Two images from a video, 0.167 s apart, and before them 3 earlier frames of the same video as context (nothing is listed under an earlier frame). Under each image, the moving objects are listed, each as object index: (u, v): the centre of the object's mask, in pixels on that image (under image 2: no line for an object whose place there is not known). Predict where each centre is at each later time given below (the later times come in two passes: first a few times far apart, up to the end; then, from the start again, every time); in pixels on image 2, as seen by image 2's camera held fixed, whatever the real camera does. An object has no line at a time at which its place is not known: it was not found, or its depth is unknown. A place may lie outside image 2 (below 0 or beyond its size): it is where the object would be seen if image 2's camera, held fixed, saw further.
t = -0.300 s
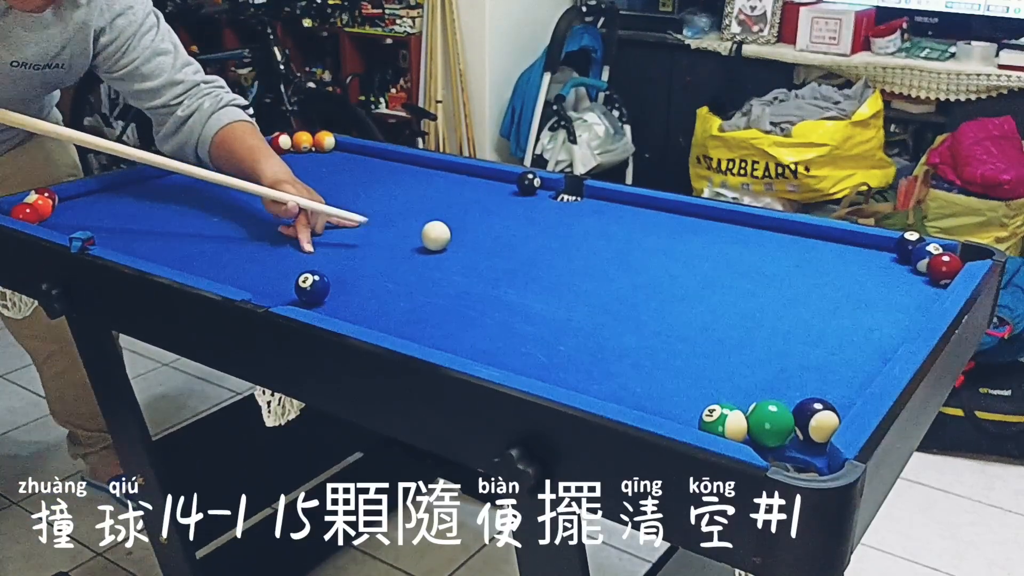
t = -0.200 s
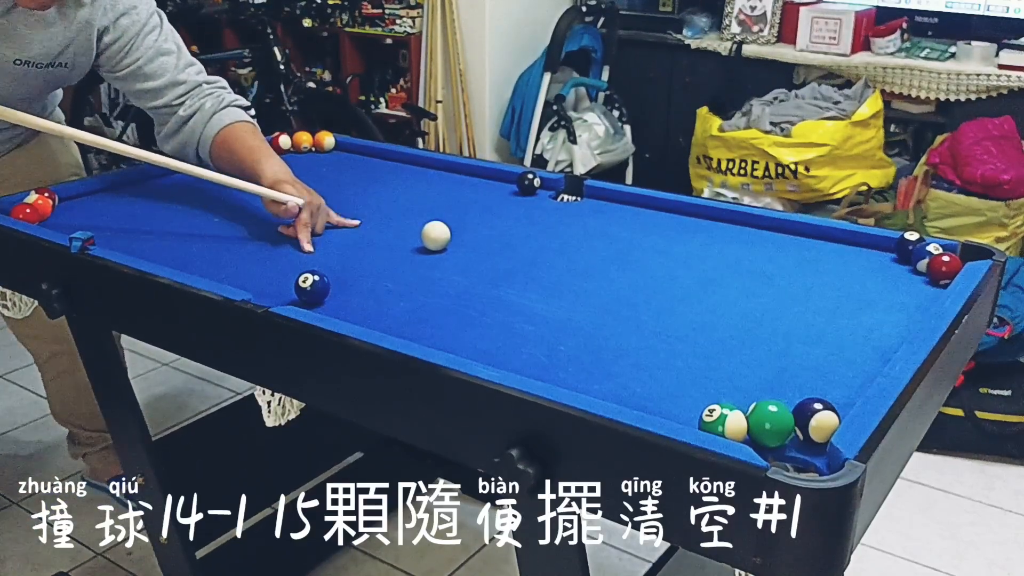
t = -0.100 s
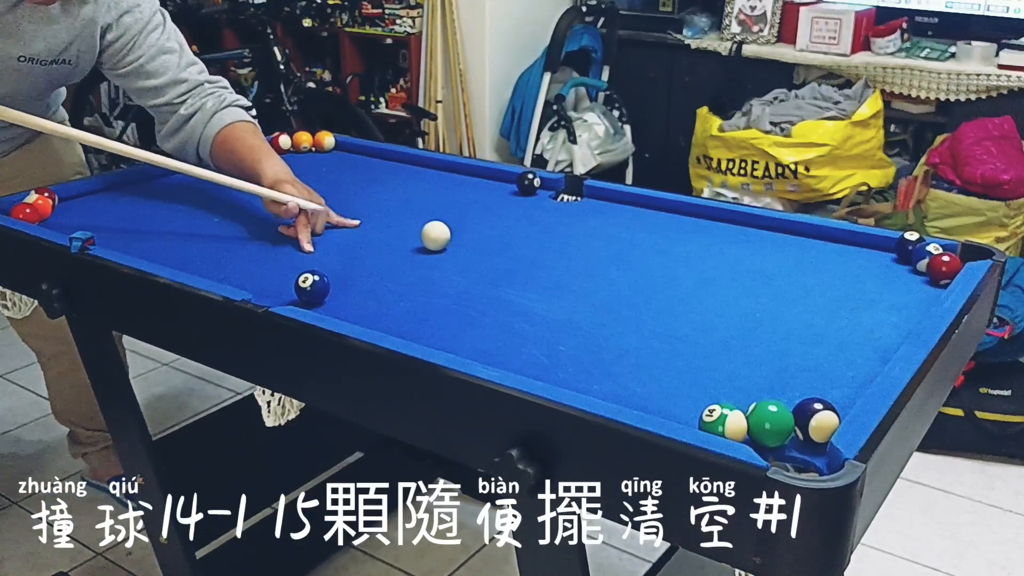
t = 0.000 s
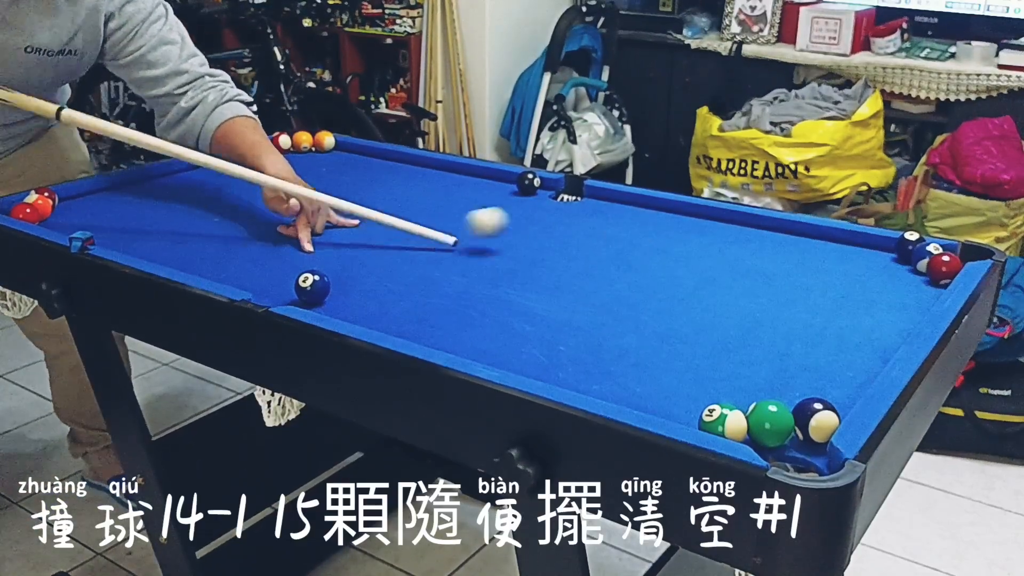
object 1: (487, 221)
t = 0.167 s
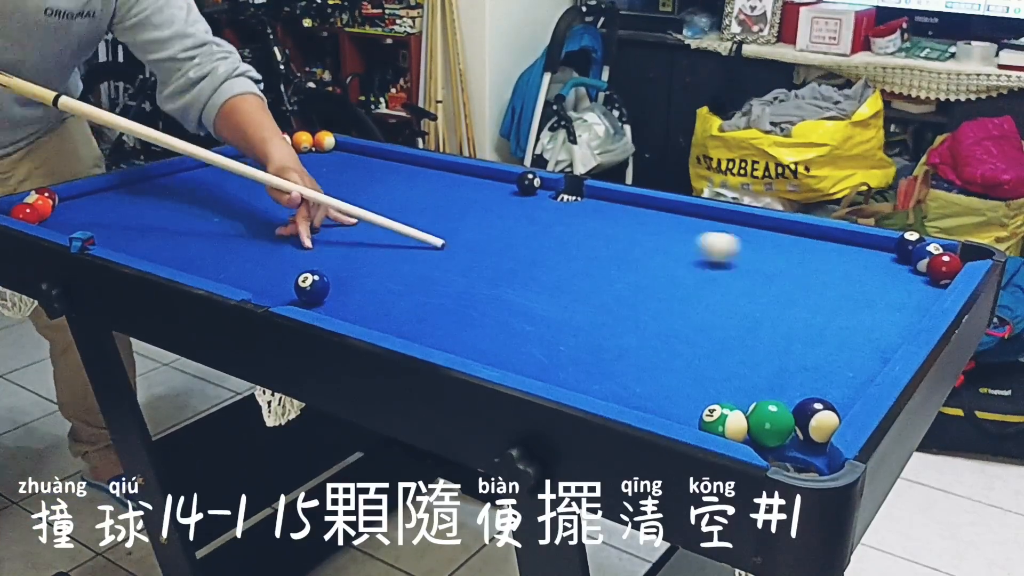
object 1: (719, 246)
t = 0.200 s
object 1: (763, 251)
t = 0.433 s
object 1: (899, 266)
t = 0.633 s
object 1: (890, 274)
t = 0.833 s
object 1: (885, 281)
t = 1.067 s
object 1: (883, 287)
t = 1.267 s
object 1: (883, 290)
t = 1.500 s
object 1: (886, 291)
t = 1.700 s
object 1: (886, 291)
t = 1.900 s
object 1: (887, 291)
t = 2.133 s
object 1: (886, 291)
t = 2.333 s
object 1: (886, 291)
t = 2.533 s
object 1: (886, 291)
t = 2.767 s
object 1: (886, 291)
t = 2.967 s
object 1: (886, 291)
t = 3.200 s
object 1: (886, 291)
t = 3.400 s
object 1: (886, 291)
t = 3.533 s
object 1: (886, 292)
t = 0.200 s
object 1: (763, 251)
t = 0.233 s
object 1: (804, 254)
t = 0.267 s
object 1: (844, 256)
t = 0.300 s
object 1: (882, 258)
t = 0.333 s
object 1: (906, 261)
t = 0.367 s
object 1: (906, 263)
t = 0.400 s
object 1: (901, 265)
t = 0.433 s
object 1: (899, 266)
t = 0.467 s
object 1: (897, 267)
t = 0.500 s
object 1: (895, 269)
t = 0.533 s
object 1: (894, 270)
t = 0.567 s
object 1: (892, 271)
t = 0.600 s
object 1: (891, 272)
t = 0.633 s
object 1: (890, 274)
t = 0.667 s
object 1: (888, 275)
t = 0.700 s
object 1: (887, 276)
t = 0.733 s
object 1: (886, 277)
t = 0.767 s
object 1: (886, 278)
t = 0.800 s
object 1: (885, 280)
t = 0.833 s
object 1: (885, 281)
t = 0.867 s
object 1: (884, 282)
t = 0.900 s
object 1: (884, 283)
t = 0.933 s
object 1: (883, 284)
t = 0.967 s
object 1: (883, 284)
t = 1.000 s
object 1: (883, 286)
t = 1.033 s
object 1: (883, 286)
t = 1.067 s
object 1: (883, 287)
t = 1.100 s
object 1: (882, 288)
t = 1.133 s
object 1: (882, 288)
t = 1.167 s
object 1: (883, 289)
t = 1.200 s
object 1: (883, 289)
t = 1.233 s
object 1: (883, 290)
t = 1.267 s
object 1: (883, 290)
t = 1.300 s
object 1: (884, 290)
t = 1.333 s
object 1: (884, 291)
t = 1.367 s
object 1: (884, 291)
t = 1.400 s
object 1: (885, 291)
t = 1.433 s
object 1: (885, 291)
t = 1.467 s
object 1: (885, 291)
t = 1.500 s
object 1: (886, 291)
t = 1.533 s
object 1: (886, 291)
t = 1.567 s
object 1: (886, 291)
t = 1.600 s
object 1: (886, 291)
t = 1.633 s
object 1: (886, 291)
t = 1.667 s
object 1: (886, 291)
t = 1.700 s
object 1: (886, 291)
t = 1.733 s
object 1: (886, 291)
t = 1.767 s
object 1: (886, 291)
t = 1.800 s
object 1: (886, 291)
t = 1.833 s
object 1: (886, 291)
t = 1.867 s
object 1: (886, 291)
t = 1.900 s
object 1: (887, 291)
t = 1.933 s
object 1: (886, 291)
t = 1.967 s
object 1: (886, 291)
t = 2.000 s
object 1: (886, 291)
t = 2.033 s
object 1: (886, 291)
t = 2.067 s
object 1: (886, 291)
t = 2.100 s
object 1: (886, 291)
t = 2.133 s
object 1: (886, 291)
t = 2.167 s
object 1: (886, 291)
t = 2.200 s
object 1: (886, 291)
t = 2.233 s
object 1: (886, 291)
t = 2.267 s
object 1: (886, 291)
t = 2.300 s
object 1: (886, 291)
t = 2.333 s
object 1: (886, 291)
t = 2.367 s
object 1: (886, 291)
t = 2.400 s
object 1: (886, 291)
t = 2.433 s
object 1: (886, 291)
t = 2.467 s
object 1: (886, 291)
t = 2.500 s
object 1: (886, 291)
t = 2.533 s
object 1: (886, 291)
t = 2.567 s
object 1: (886, 291)
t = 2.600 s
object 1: (886, 291)
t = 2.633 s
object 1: (886, 291)
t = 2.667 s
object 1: (886, 291)
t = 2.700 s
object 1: (886, 291)
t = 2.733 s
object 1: (886, 291)
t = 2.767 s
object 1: (886, 291)
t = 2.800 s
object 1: (887, 291)
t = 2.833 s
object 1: (886, 291)
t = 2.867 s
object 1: (887, 291)
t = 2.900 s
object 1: (886, 291)
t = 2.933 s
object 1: (886, 291)
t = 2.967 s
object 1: (886, 291)
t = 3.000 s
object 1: (886, 291)
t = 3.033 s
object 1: (886, 291)
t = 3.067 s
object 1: (886, 291)
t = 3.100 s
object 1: (886, 291)
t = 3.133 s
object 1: (886, 291)
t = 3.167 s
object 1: (886, 291)
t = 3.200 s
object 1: (886, 291)
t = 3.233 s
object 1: (886, 291)
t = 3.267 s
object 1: (886, 291)
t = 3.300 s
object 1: (886, 291)
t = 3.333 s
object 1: (886, 291)
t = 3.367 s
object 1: (886, 291)
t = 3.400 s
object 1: (886, 291)
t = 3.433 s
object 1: (886, 291)
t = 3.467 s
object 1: (886, 291)
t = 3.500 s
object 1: (886, 291)
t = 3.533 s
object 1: (886, 292)
